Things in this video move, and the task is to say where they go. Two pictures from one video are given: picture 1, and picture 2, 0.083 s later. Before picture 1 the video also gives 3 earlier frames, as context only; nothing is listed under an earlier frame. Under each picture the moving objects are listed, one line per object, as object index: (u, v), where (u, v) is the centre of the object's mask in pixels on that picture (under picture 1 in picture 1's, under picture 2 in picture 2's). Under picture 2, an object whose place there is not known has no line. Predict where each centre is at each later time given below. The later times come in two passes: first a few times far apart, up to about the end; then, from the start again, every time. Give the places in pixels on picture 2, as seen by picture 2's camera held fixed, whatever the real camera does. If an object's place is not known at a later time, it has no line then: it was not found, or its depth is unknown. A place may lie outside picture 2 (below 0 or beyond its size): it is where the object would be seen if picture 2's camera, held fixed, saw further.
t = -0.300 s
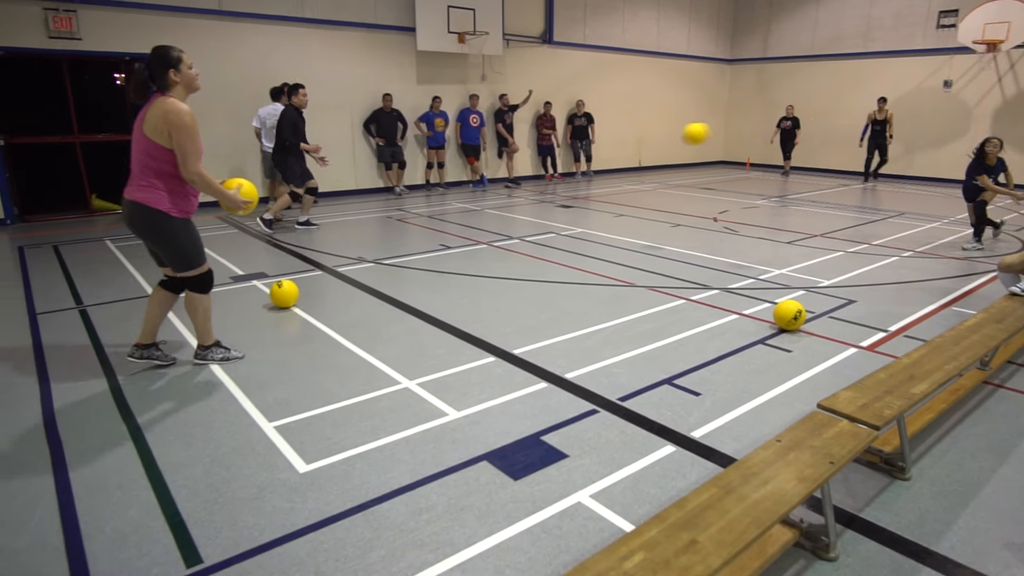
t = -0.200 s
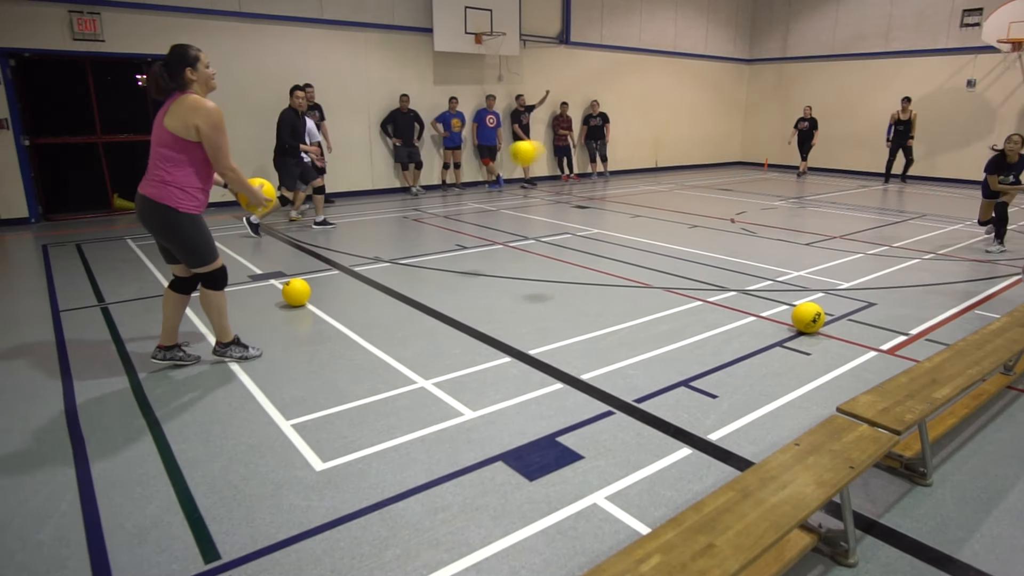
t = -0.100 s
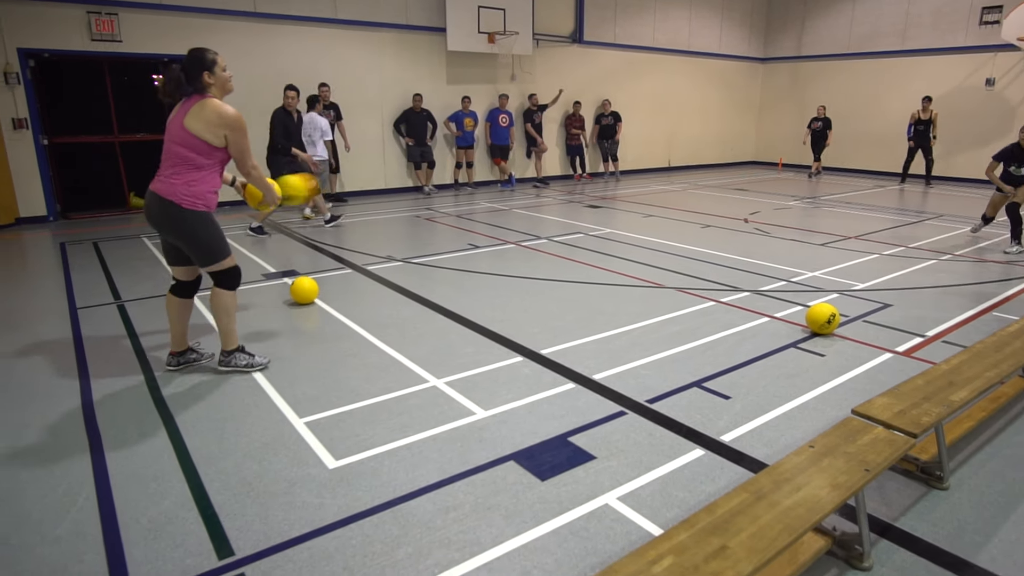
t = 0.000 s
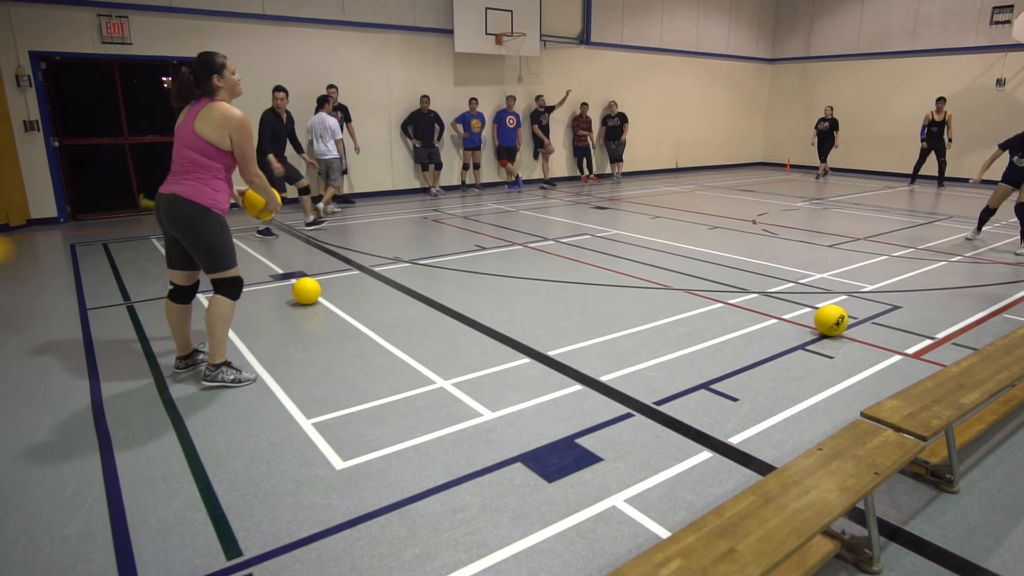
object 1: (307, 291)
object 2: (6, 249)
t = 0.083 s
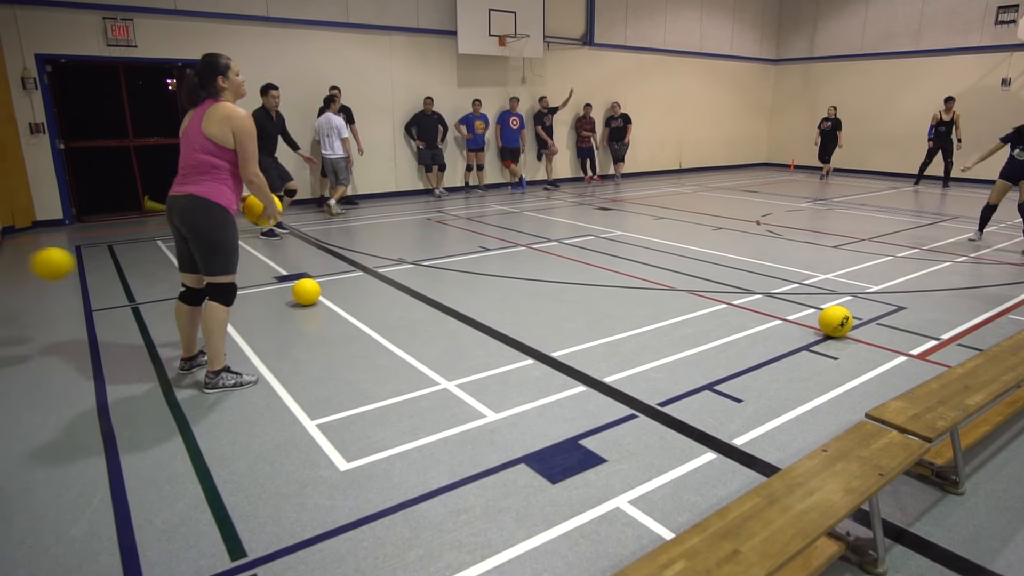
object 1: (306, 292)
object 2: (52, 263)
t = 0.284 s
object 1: (300, 290)
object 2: (310, 276)
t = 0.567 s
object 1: (326, 282)
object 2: (431, 235)
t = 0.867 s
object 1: (352, 275)
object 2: (519, 221)
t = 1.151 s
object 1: (374, 270)
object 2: (579, 212)
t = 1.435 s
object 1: (396, 265)
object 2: (624, 205)
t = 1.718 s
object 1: (416, 261)
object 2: (660, 199)
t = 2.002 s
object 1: (435, 257)
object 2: (688, 193)
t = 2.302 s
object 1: (455, 254)
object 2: (713, 188)
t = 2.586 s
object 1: (472, 252)
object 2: (733, 183)
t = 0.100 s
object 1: (305, 291)
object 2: (81, 263)
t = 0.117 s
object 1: (304, 291)
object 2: (108, 263)
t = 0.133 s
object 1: (304, 291)
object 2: (133, 264)
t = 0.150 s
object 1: (303, 291)
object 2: (156, 265)
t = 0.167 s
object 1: (302, 291)
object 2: (178, 266)
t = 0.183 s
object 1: (301, 291)
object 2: (192, 269)
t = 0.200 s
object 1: (300, 291)
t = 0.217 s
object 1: (299, 291)
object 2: (248, 272)
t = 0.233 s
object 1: (298, 291)
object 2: (260, 274)
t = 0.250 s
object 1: (298, 291)
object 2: (278, 276)
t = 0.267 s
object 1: (298, 291)
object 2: (292, 274)
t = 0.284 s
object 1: (300, 290)
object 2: (310, 276)
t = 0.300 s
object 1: (301, 289)
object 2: (320, 278)
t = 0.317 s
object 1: (303, 288)
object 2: (326, 274)
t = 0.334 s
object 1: (305, 287)
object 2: (334, 268)
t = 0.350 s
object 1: (306, 287)
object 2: (342, 263)
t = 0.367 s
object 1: (308, 287)
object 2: (349, 259)
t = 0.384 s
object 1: (309, 287)
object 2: (357, 255)
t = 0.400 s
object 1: (311, 286)
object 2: (364, 251)
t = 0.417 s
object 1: (312, 286)
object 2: (372, 248)
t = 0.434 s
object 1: (314, 285)
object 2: (379, 245)
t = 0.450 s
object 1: (316, 285)
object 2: (386, 242)
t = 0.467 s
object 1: (317, 285)
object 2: (393, 240)
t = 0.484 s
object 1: (319, 284)
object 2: (399, 238)
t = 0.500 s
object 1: (320, 284)
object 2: (406, 237)
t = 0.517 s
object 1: (322, 283)
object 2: (412, 236)
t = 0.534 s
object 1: (323, 283)
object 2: (419, 235)
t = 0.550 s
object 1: (325, 283)
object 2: (425, 235)
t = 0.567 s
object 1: (326, 282)
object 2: (431, 235)
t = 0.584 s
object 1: (328, 282)
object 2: (437, 235)
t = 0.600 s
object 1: (329, 282)
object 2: (442, 235)
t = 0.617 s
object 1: (331, 281)
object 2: (448, 235)
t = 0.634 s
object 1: (332, 281)
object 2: (453, 236)
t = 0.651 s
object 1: (334, 280)
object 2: (459, 237)
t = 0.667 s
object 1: (335, 280)
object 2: (464, 239)
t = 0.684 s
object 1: (337, 279)
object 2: (469, 241)
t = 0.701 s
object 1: (338, 279)
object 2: (474, 242)
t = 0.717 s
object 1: (340, 279)
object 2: (479, 239)
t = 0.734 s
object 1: (341, 278)
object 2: (484, 236)
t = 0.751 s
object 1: (342, 278)
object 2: (488, 233)
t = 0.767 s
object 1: (344, 277)
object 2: (493, 230)
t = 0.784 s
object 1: (345, 277)
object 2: (497, 228)
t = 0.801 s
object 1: (347, 277)
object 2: (502, 226)
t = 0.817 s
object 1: (348, 276)
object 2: (506, 224)
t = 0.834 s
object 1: (350, 276)
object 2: (510, 223)
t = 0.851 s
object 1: (351, 275)
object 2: (515, 222)
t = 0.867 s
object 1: (352, 275)
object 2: (519, 221)
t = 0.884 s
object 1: (354, 275)
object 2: (523, 221)
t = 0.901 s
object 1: (355, 274)
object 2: (527, 220)
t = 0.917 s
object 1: (356, 274)
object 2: (531, 220)
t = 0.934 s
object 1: (358, 274)
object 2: (535, 220)
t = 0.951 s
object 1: (359, 274)
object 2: (538, 221)
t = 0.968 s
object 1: (360, 273)
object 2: (542, 221)
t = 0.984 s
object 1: (362, 273)
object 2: (546, 222)
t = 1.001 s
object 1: (363, 272)
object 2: (549, 223)
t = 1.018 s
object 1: (364, 272)
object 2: (553, 224)
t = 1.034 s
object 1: (366, 272)
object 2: (557, 222)
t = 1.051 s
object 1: (367, 272)
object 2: (560, 220)
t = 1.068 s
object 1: (368, 271)
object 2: (563, 218)
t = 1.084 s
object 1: (369, 271)
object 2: (566, 216)
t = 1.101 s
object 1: (371, 271)
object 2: (570, 215)
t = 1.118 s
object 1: (372, 270)
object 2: (573, 213)
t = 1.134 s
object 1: (373, 270)
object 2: (576, 213)
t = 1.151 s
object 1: (374, 270)
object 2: (579, 212)
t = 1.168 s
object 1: (376, 269)
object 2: (582, 212)
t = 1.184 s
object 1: (377, 269)
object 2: (584, 212)
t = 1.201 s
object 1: (378, 269)
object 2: (588, 211)
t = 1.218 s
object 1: (380, 268)
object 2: (591, 212)
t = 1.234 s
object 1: (381, 268)
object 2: (593, 212)
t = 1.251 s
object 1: (382, 268)
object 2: (596, 213)
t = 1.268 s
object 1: (383, 268)
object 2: (599, 213)
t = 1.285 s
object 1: (385, 268)
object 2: (602, 212)
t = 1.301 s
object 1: (386, 267)
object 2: (604, 210)
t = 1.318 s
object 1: (387, 267)
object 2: (607, 209)
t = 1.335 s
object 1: (389, 267)
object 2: (609, 208)
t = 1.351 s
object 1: (390, 266)
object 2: (612, 207)
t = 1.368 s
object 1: (391, 266)
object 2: (615, 206)
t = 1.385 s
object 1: (392, 266)
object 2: (617, 206)
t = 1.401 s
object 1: (393, 266)
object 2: (619, 205)
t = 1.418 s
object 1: (395, 265)
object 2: (622, 205)
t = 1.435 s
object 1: (396, 265)
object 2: (624, 205)
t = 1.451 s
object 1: (397, 265)
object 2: (627, 205)
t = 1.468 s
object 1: (398, 265)
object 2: (629, 206)
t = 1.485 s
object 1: (400, 264)
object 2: (631, 206)
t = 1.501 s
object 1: (401, 264)
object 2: (633, 205)
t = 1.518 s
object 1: (402, 264)
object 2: (635, 204)
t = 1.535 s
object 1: (403, 264)
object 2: (638, 203)
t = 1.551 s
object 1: (404, 263)
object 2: (640, 202)
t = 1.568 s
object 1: (406, 263)
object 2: (642, 202)
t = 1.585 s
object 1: (407, 263)
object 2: (644, 201)
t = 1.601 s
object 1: (408, 263)
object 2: (646, 201)
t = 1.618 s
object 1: (409, 262)
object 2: (648, 201)
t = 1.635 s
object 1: (410, 262)
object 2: (650, 201)
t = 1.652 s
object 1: (411, 262)
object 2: (652, 201)
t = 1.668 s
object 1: (413, 262)
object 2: (654, 200)
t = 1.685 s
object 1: (414, 261)
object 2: (656, 200)
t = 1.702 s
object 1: (415, 261)
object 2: (658, 199)
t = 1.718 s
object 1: (416, 261)
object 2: (660, 199)
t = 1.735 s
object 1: (417, 261)
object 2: (661, 199)
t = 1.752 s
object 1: (418, 260)
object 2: (663, 199)
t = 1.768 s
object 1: (420, 260)
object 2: (665, 198)
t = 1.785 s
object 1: (421, 260)
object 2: (667, 198)
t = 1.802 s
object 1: (422, 260)
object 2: (669, 197)
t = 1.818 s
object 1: (423, 260)
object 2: (670, 196)
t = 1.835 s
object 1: (424, 260)
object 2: (672, 196)
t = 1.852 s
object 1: (425, 259)
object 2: (674, 196)
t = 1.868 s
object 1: (426, 259)
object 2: (675, 196)
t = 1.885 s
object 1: (428, 259)
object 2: (677, 196)
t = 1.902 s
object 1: (429, 259)
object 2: (679, 195)
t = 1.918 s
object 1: (430, 258)
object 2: (680, 194)
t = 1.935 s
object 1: (431, 258)
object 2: (681, 194)
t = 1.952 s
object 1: (432, 258)
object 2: (683, 194)
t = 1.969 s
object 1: (433, 258)
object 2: (685, 194)
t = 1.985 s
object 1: (434, 258)
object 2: (686, 193)
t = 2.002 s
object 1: (435, 257)
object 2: (688, 193)
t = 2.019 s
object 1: (436, 257)
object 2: (690, 192)
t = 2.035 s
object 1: (437, 257)
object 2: (691, 192)
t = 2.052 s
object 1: (438, 257)
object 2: (692, 192)
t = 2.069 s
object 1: (440, 256)
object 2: (694, 191)
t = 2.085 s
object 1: (441, 256)
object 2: (695, 191)
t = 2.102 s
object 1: (442, 256)
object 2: (697, 191)
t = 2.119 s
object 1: (443, 256)
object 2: (698, 191)
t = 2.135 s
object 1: (444, 256)
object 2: (699, 190)
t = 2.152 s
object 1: (445, 256)
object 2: (701, 190)
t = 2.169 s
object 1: (446, 255)
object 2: (702, 190)
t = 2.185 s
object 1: (447, 255)
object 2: (704, 190)
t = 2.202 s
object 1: (448, 255)
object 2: (705, 189)
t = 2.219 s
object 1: (449, 255)
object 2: (706, 189)
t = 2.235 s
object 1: (451, 255)
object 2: (707, 189)
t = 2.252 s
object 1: (452, 255)
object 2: (709, 189)
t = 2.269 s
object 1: (453, 255)
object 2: (710, 188)
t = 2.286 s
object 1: (454, 254)
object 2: (711, 188)
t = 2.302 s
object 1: (455, 254)
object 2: (713, 188)
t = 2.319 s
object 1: (456, 254)
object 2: (714, 187)
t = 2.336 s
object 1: (457, 254)
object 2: (715, 187)
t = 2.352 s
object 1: (458, 254)
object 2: (717, 187)
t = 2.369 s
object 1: (459, 254)
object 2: (718, 187)
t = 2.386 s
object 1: (460, 253)
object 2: (719, 186)
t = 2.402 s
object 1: (461, 253)
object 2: (720, 186)
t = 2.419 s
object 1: (462, 253)
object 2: (722, 186)
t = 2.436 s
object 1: (463, 253)
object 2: (723, 185)
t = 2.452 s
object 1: (464, 253)
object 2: (724, 185)
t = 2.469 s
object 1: (465, 253)
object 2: (725, 185)
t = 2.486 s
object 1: (466, 252)
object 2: (726, 184)
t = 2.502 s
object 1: (467, 252)
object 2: (727, 184)
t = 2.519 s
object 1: (468, 252)
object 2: (728, 184)
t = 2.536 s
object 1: (469, 252)
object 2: (730, 184)
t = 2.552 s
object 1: (470, 252)
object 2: (731, 183)
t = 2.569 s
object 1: (472, 252)
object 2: (732, 183)
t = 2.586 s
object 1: (472, 252)
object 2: (733, 183)
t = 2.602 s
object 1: (473, 251)
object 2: (734, 183)
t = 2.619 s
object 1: (474, 251)
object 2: (735, 182)
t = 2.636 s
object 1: (475, 251)
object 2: (736, 182)
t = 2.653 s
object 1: (476, 251)
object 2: (737, 182)
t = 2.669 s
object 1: (477, 251)
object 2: (738, 182)
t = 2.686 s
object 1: (478, 251)
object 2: (739, 182)
